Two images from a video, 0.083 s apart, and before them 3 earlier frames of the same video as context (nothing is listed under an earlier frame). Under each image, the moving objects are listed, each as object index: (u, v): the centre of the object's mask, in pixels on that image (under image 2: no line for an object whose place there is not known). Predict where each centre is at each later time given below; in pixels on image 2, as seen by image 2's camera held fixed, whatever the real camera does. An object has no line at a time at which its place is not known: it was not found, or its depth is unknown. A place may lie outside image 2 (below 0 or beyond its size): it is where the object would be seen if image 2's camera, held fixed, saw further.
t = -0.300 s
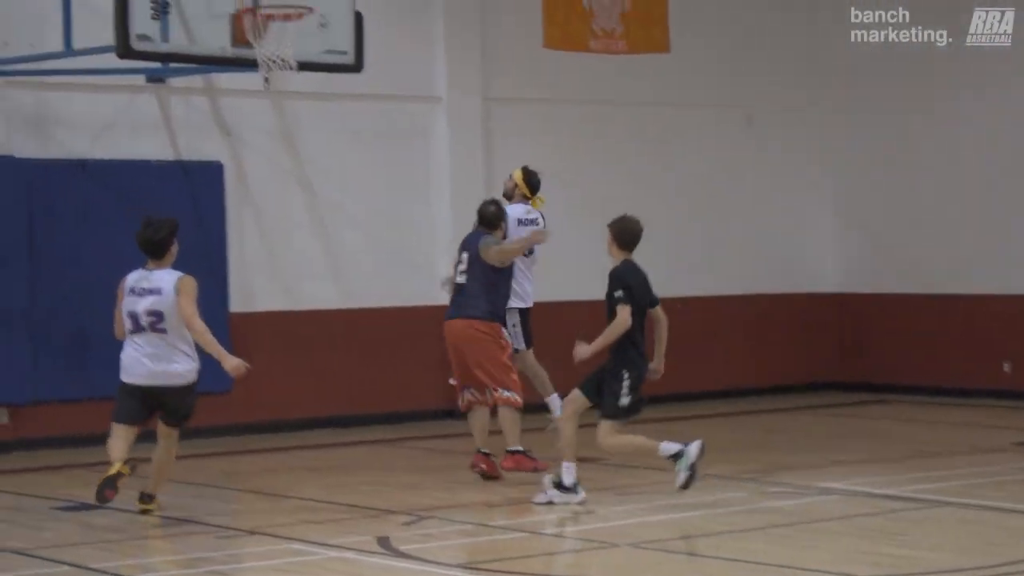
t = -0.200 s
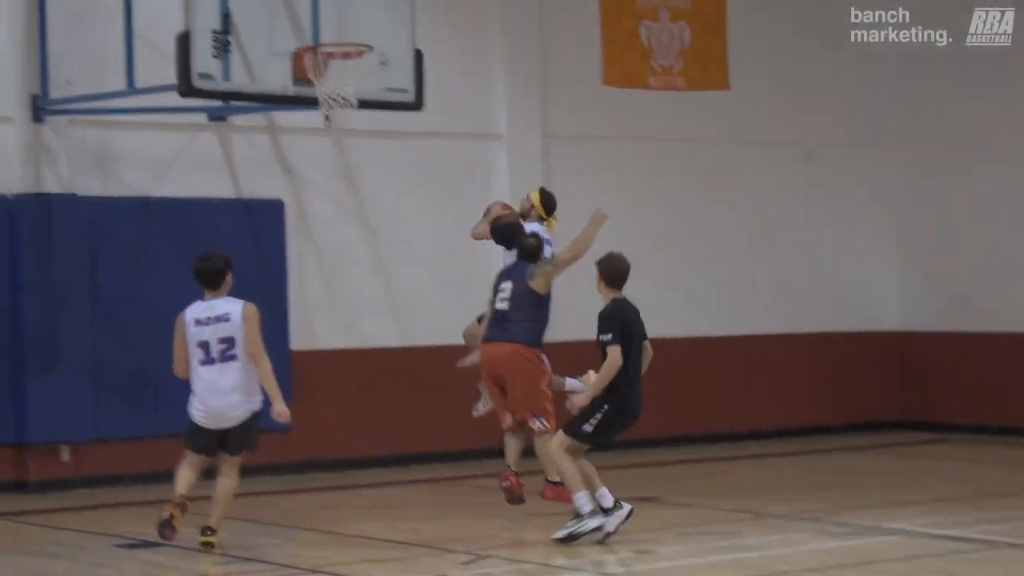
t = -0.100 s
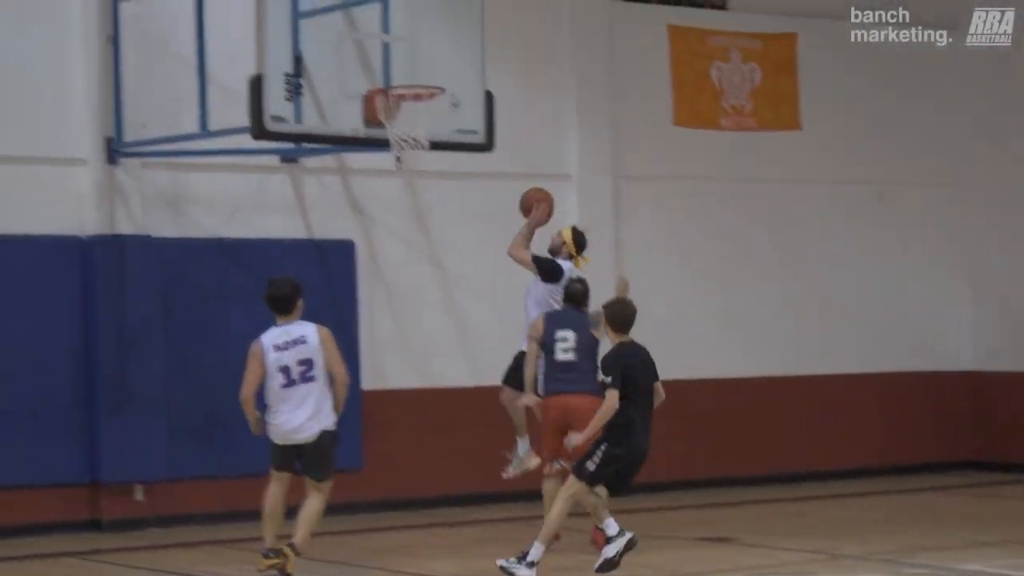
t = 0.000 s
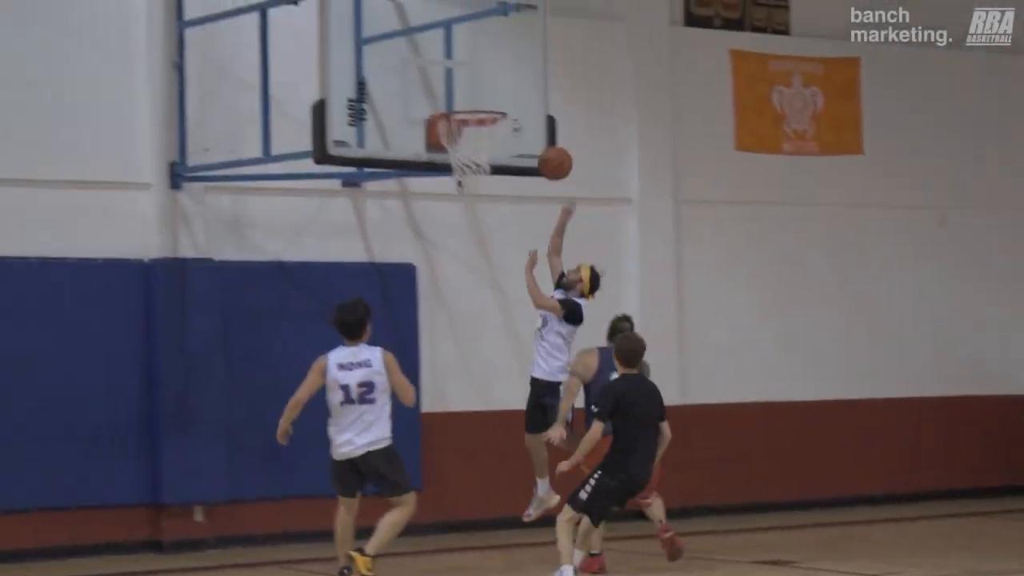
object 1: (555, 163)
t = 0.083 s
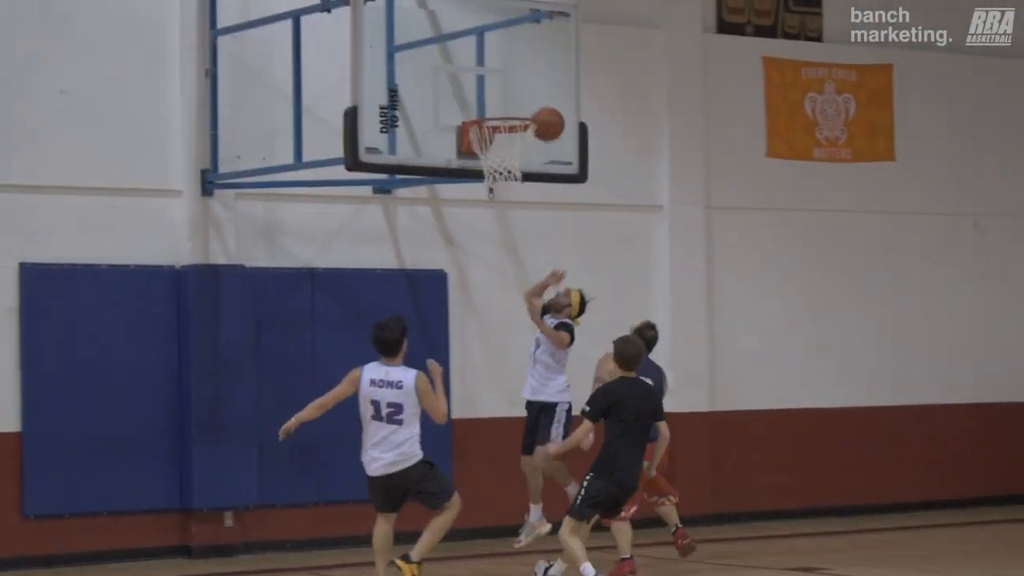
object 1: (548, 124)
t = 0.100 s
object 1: (540, 115)
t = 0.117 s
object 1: (532, 108)
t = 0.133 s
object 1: (530, 104)
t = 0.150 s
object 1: (530, 100)
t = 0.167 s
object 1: (529, 96)
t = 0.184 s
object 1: (528, 93)
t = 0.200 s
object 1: (526, 90)
